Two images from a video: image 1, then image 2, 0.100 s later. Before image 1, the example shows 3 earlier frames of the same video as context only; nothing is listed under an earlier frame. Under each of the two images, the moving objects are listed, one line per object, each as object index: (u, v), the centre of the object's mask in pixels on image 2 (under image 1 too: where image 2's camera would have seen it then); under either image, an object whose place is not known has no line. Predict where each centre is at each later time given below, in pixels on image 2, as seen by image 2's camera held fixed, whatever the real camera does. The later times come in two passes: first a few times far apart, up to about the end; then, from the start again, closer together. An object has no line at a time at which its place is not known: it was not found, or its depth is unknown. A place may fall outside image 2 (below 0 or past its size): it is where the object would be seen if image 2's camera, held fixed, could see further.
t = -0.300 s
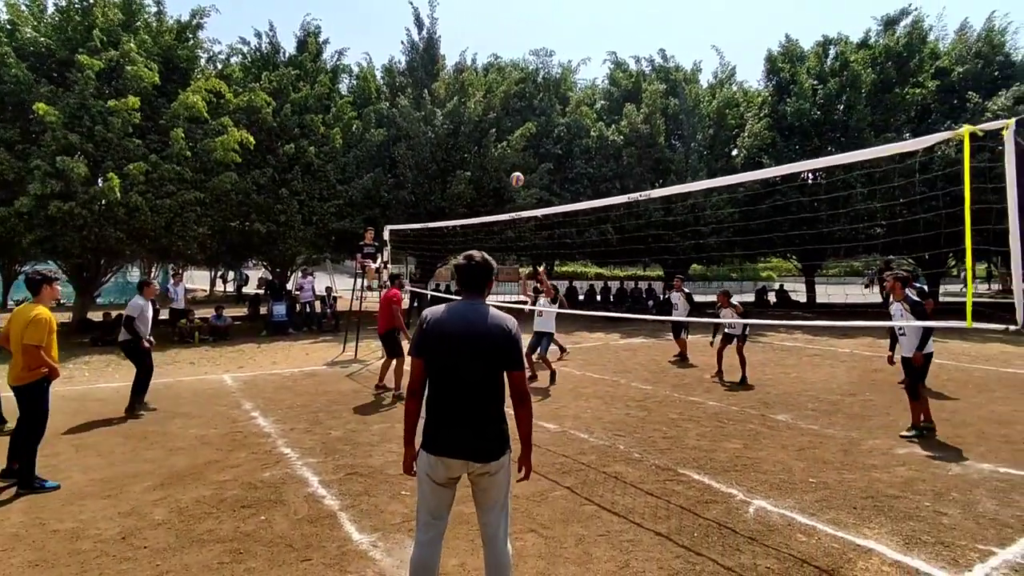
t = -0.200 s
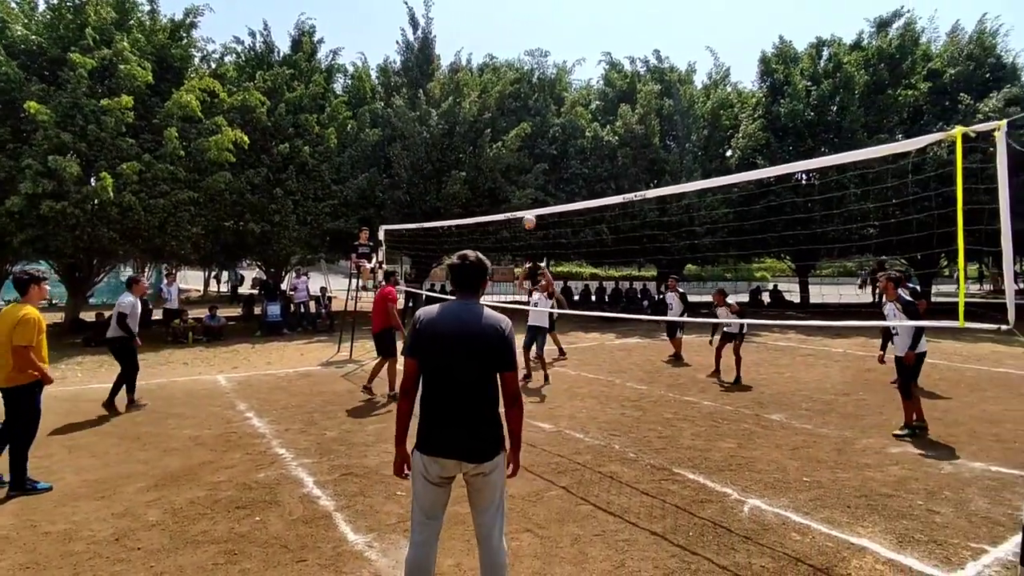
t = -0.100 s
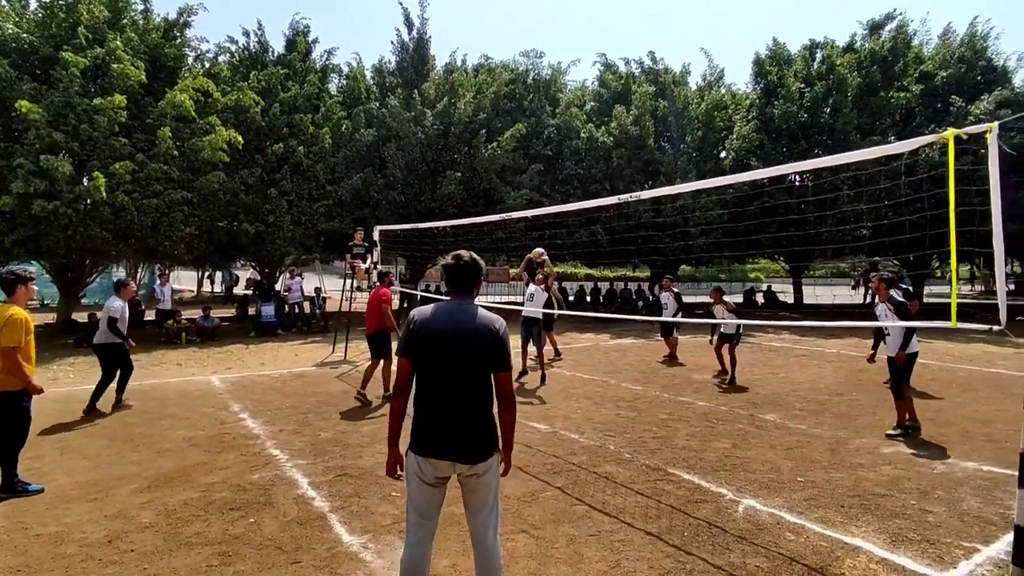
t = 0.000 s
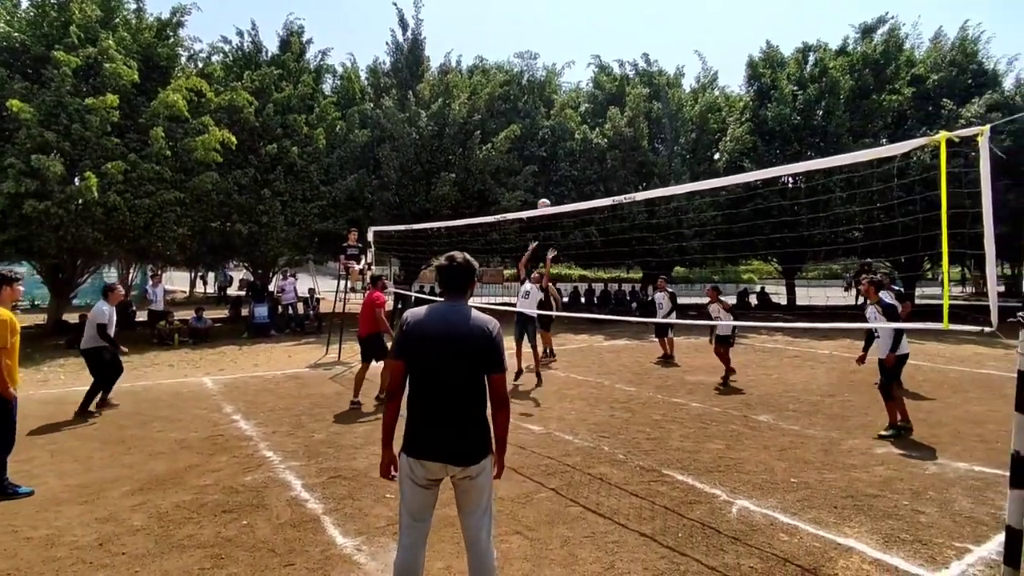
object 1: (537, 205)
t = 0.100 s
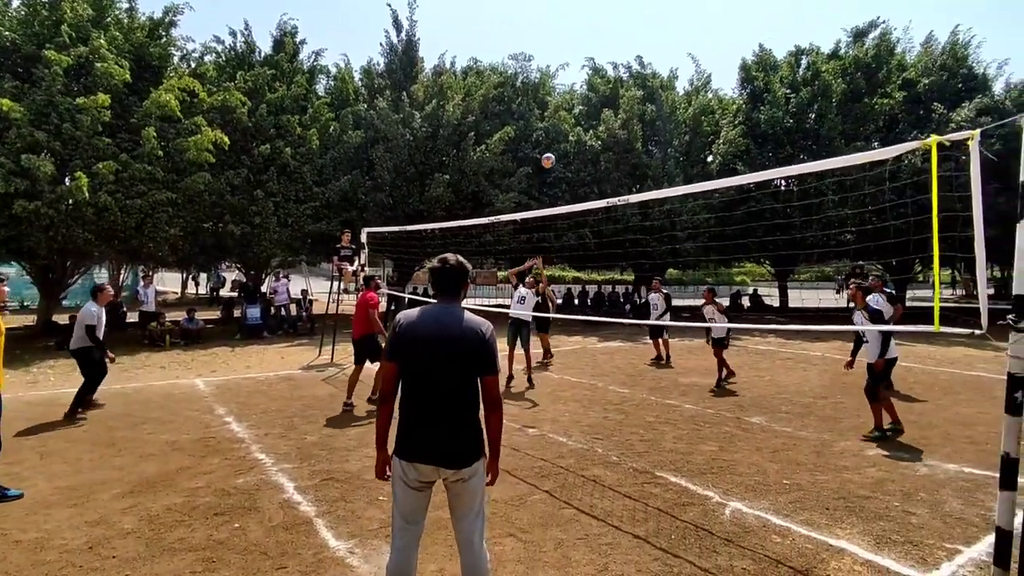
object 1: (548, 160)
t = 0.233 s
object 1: (563, 105)
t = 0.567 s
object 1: (603, 14)
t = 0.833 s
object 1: (639, -8)
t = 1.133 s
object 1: (681, 33)
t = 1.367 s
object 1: (715, 122)
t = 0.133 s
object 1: (552, 146)
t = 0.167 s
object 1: (555, 132)
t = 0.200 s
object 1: (559, 118)
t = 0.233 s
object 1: (563, 105)
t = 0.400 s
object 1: (583, 52)
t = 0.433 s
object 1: (587, 43)
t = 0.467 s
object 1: (591, 35)
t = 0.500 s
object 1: (595, 27)
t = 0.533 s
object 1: (599, 20)
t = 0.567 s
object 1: (603, 14)
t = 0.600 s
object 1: (608, 8)
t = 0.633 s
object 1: (612, 4)
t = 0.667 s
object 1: (617, 0)
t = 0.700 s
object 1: (621, -3)
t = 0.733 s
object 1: (625, -6)
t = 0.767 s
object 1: (630, -7)
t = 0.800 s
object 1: (635, -8)
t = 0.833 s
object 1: (639, -8)
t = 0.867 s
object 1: (644, -7)
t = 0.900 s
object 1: (648, -5)
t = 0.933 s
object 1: (653, -3)
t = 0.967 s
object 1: (657, 1)
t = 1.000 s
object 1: (662, 5)
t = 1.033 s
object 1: (667, 10)
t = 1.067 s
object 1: (671, 17)
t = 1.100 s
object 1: (676, 24)
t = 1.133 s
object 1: (681, 33)
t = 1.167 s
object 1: (686, 43)
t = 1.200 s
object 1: (690, 54)
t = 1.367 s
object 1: (715, 122)
